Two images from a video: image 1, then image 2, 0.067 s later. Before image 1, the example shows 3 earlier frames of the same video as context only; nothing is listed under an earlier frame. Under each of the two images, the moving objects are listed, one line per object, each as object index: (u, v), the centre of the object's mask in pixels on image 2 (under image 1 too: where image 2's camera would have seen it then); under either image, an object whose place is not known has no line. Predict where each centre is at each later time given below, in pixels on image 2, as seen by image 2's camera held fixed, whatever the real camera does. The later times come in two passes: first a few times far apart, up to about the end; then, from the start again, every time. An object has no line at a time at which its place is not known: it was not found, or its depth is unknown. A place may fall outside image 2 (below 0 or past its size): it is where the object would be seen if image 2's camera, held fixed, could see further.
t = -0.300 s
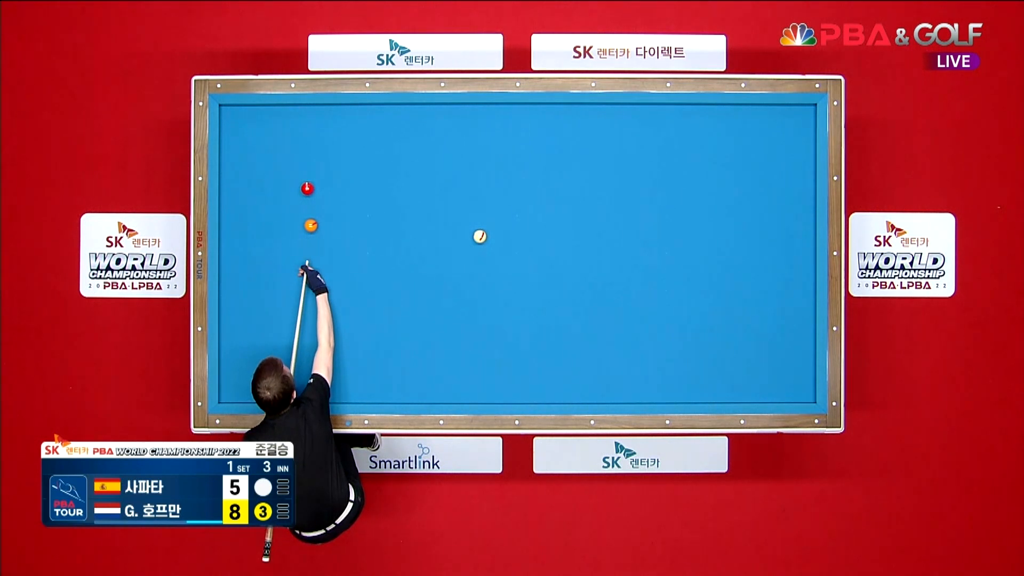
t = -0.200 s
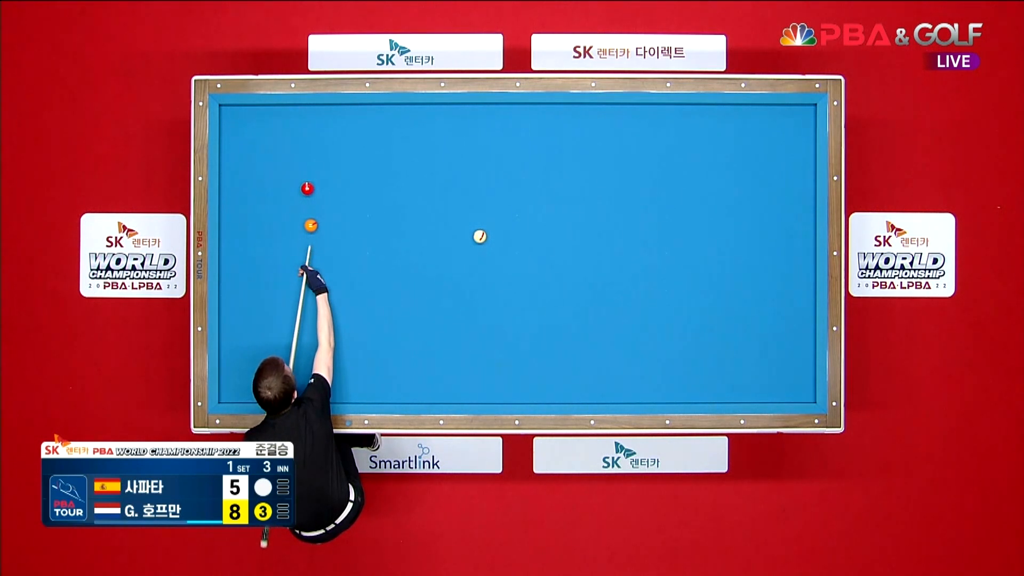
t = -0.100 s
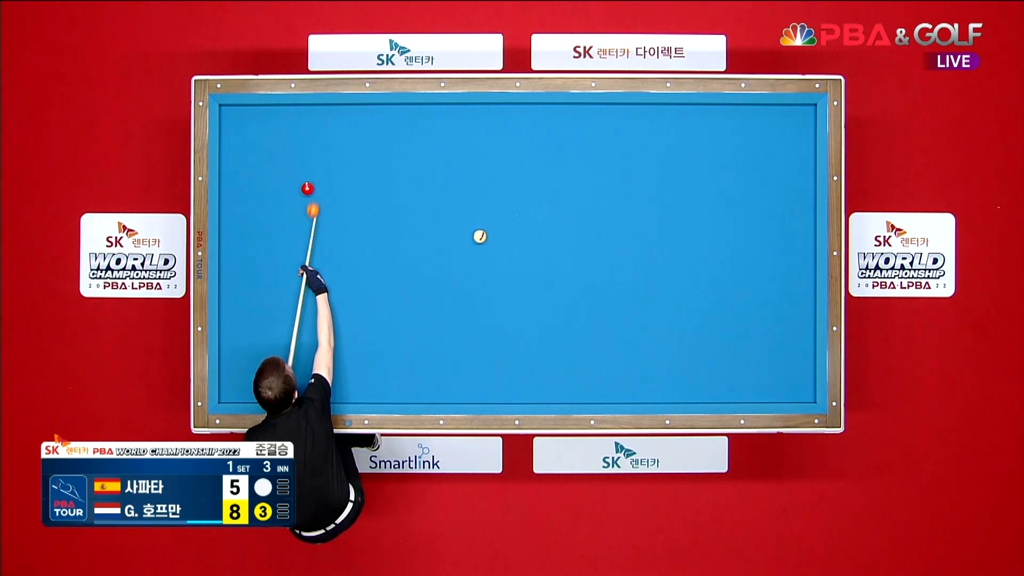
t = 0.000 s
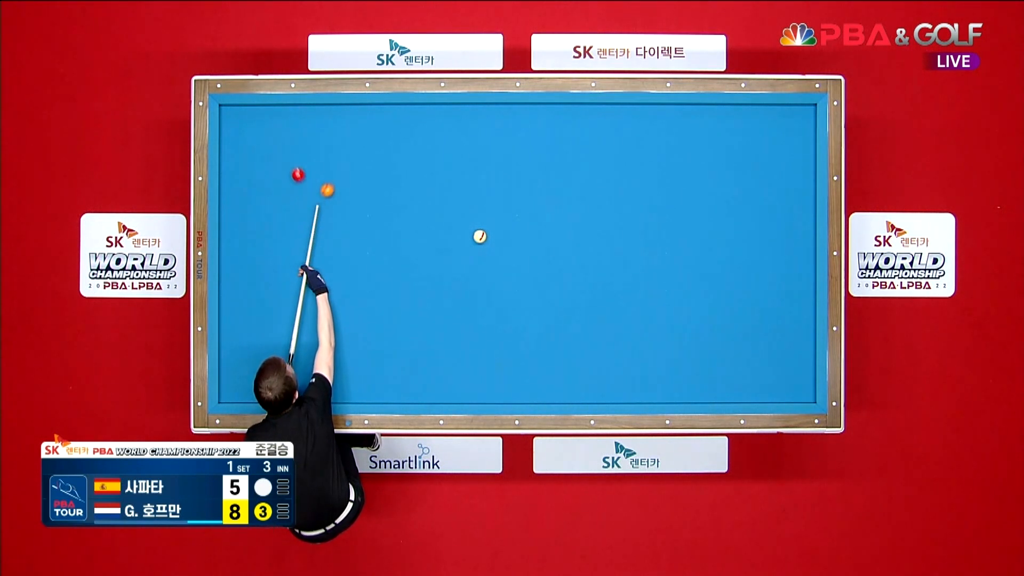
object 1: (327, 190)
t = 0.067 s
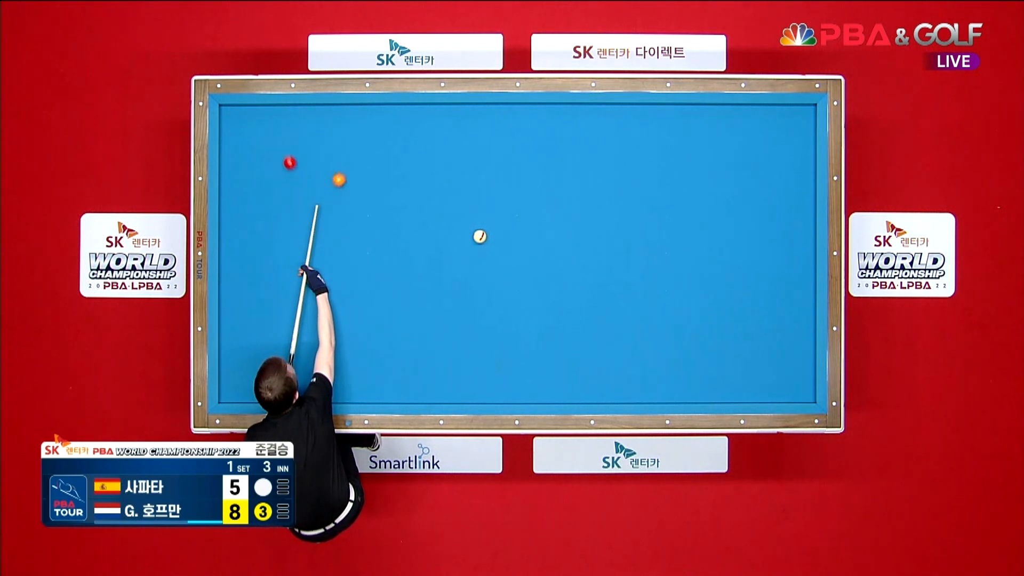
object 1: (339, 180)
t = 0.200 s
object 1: (360, 157)
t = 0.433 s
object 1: (396, 117)
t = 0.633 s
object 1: (431, 128)
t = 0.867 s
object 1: (472, 150)
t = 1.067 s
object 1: (506, 168)
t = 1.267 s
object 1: (541, 187)
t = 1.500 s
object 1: (580, 208)
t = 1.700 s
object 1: (614, 226)
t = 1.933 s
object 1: (652, 247)
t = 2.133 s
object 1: (685, 264)
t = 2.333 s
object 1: (716, 281)
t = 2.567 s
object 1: (753, 301)
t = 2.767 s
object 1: (784, 318)
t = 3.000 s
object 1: (803, 338)
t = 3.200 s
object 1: (784, 357)
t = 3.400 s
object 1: (768, 376)
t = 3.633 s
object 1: (748, 397)
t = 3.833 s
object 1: (732, 385)
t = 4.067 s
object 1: (713, 373)
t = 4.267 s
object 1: (698, 363)
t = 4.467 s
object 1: (683, 353)
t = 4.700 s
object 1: (665, 342)
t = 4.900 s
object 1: (650, 332)
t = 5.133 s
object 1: (634, 321)
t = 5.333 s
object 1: (620, 312)
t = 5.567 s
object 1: (604, 302)
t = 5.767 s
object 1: (591, 293)
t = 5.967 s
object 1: (579, 284)
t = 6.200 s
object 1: (564, 275)
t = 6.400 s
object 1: (552, 267)
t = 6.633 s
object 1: (538, 257)
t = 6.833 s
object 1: (527, 250)
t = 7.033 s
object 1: (516, 243)
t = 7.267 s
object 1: (504, 234)
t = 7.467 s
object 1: (494, 227)
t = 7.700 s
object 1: (482, 220)
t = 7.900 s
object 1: (472, 213)
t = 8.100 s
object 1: (463, 207)
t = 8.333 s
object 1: (453, 200)
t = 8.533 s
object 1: (445, 195)
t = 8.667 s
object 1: (439, 191)
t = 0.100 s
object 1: (344, 174)
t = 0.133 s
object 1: (350, 168)
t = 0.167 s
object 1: (355, 162)
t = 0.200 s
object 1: (360, 157)
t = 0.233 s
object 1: (365, 151)
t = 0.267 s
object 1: (370, 145)
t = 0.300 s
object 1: (376, 139)
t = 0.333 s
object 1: (381, 134)
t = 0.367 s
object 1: (386, 128)
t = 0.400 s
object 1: (391, 122)
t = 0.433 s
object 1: (396, 117)
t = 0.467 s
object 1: (401, 111)
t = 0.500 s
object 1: (407, 111)
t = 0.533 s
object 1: (413, 116)
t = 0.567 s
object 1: (419, 120)
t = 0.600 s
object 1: (425, 124)
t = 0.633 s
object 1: (431, 128)
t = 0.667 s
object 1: (437, 131)
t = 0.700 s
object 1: (443, 134)
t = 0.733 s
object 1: (448, 137)
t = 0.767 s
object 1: (454, 140)
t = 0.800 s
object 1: (460, 143)
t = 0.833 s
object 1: (466, 146)
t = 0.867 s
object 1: (472, 150)
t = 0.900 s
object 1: (478, 153)
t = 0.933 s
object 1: (483, 156)
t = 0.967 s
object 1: (489, 159)
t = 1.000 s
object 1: (495, 162)
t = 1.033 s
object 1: (500, 165)
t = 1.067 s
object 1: (506, 168)
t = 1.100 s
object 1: (512, 171)
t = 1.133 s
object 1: (518, 174)
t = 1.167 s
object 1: (524, 177)
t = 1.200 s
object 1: (529, 181)
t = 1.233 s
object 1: (535, 184)
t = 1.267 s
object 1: (541, 187)
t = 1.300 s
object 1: (546, 190)
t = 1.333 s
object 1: (552, 193)
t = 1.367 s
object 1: (558, 196)
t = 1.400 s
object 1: (564, 199)
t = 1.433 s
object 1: (569, 202)
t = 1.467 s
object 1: (575, 205)
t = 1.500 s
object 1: (580, 208)
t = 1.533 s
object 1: (586, 211)
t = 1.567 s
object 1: (592, 214)
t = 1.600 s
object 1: (597, 217)
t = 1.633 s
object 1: (603, 220)
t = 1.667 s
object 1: (608, 223)
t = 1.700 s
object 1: (614, 226)
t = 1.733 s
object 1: (619, 229)
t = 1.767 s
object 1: (625, 232)
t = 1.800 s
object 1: (630, 235)
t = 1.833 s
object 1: (636, 238)
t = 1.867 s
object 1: (641, 241)
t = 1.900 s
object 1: (647, 244)
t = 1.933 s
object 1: (652, 247)
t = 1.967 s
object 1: (657, 250)
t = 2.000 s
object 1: (663, 253)
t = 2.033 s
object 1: (668, 255)
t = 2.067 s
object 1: (674, 259)
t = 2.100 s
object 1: (679, 261)
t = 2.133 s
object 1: (685, 264)
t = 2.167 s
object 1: (690, 267)
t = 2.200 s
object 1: (695, 270)
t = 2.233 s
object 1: (701, 273)
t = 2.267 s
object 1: (706, 276)
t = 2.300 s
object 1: (711, 278)
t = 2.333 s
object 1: (716, 281)
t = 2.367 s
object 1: (721, 284)
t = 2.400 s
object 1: (727, 287)
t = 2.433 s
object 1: (732, 290)
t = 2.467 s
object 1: (737, 293)
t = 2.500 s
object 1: (742, 296)
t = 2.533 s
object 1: (747, 298)
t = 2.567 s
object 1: (753, 301)
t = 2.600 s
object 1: (758, 304)
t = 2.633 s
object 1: (763, 307)
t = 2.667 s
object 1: (768, 309)
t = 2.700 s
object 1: (773, 312)
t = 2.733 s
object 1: (778, 315)
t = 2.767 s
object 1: (784, 318)
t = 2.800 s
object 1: (789, 320)
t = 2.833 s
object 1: (794, 323)
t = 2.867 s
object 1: (799, 326)
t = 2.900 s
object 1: (804, 328)
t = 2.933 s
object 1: (809, 331)
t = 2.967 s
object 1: (808, 335)
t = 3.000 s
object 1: (803, 338)
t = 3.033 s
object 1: (799, 341)
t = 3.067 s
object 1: (796, 344)
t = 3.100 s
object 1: (793, 348)
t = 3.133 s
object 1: (790, 351)
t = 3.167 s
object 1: (787, 354)
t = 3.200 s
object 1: (784, 357)
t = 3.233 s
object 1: (782, 360)
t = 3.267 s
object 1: (779, 363)
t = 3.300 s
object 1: (776, 367)
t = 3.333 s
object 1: (773, 370)
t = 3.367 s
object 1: (770, 373)
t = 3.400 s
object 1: (768, 376)
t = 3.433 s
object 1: (765, 379)
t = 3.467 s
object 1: (762, 382)
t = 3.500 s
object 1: (759, 386)
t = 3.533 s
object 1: (756, 389)
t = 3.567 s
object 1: (754, 392)
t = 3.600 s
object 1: (751, 395)
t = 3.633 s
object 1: (748, 397)
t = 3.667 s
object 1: (745, 395)
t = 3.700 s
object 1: (743, 393)
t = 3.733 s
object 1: (740, 391)
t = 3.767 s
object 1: (737, 389)
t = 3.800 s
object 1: (735, 387)
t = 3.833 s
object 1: (732, 385)
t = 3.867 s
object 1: (729, 384)
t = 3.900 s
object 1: (727, 382)
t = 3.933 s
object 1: (724, 380)
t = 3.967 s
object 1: (721, 379)
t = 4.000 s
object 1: (719, 377)
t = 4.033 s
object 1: (716, 375)
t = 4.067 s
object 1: (713, 373)
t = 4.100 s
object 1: (711, 372)
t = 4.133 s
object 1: (708, 370)
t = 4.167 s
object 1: (706, 368)
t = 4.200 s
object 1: (703, 366)
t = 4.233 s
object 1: (700, 365)
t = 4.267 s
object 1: (698, 363)
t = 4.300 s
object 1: (695, 361)
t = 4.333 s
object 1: (693, 359)
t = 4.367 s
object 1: (690, 358)
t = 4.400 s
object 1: (687, 356)
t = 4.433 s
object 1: (685, 355)
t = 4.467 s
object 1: (683, 353)
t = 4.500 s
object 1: (680, 351)
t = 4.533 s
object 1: (677, 350)
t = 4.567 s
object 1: (675, 348)
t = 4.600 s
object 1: (672, 347)
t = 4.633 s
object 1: (670, 345)
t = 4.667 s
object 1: (668, 343)
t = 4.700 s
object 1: (665, 342)
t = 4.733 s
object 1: (663, 340)
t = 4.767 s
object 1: (660, 338)
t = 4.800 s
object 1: (658, 337)
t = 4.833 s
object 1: (655, 335)
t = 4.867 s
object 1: (653, 334)
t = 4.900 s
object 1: (650, 332)
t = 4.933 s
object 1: (648, 331)
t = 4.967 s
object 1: (646, 329)
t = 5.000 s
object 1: (644, 327)
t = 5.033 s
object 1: (641, 325)
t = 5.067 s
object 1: (639, 324)
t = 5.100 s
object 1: (636, 323)
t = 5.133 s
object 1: (634, 321)
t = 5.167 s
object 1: (632, 320)
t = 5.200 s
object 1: (629, 318)
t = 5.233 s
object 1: (627, 316)
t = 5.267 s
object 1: (625, 315)
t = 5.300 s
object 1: (623, 314)
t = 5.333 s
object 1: (620, 312)
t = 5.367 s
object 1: (618, 311)
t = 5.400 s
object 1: (616, 309)
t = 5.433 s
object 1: (613, 307)
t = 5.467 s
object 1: (611, 306)
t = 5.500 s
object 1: (609, 304)
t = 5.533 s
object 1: (607, 303)
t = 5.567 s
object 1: (604, 302)
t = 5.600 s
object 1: (602, 300)
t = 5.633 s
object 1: (600, 299)
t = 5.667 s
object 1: (598, 297)
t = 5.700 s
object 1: (596, 296)
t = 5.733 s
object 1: (593, 294)
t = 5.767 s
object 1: (591, 293)
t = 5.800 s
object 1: (589, 291)
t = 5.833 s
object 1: (587, 290)
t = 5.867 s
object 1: (585, 288)
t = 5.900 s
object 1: (583, 287)
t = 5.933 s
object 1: (581, 286)
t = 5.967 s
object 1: (579, 284)
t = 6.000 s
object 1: (576, 283)
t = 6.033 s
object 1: (574, 282)
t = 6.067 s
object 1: (572, 280)
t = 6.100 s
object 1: (570, 279)
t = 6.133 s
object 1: (568, 277)
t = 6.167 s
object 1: (566, 276)
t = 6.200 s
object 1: (564, 275)
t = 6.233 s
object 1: (562, 273)
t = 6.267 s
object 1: (560, 272)
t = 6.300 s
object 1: (558, 271)
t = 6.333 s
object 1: (556, 269)
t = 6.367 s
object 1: (554, 268)
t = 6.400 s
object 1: (552, 267)
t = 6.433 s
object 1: (550, 265)
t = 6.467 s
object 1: (548, 264)
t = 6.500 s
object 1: (546, 263)
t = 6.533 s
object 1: (544, 262)
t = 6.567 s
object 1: (542, 260)
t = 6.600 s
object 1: (540, 259)
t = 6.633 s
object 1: (538, 257)
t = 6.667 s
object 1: (536, 256)
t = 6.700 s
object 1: (534, 255)
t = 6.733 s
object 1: (533, 254)
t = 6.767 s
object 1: (531, 253)
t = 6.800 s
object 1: (529, 251)
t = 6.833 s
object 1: (527, 250)
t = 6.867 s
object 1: (525, 249)
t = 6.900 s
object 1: (523, 248)
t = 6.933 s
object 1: (521, 246)
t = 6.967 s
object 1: (520, 245)
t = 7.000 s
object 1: (518, 244)
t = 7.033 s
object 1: (516, 243)
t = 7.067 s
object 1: (514, 241)
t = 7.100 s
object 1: (513, 240)
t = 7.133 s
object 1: (511, 239)
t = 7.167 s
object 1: (509, 238)
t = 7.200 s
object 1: (507, 237)
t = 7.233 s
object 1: (506, 236)
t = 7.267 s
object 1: (504, 234)
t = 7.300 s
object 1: (502, 233)
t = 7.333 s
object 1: (500, 232)
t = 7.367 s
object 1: (499, 231)
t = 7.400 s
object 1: (497, 230)
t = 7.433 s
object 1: (495, 228)
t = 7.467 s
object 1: (494, 227)
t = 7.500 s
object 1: (492, 226)
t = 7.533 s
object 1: (490, 225)
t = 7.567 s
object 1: (489, 224)
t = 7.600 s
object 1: (487, 223)
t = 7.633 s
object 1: (485, 222)
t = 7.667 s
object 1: (484, 221)
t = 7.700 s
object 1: (482, 220)
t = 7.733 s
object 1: (481, 219)
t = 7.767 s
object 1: (479, 218)
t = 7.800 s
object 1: (477, 217)
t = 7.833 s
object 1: (475, 215)
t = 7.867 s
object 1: (474, 214)
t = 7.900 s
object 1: (472, 213)
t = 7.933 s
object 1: (471, 212)
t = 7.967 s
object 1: (469, 211)
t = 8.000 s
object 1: (468, 210)
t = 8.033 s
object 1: (466, 209)
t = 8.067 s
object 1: (465, 208)
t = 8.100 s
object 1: (463, 207)
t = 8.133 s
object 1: (462, 206)
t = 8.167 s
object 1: (460, 206)
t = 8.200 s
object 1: (459, 204)
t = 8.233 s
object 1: (457, 203)
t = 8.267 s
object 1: (456, 203)
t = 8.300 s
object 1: (454, 201)
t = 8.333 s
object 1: (453, 200)
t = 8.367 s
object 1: (452, 200)
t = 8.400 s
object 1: (450, 199)
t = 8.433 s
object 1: (449, 198)
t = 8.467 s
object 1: (448, 197)
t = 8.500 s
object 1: (446, 196)
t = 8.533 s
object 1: (445, 195)
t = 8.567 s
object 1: (443, 194)
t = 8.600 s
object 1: (442, 193)
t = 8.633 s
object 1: (441, 192)
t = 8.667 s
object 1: (439, 191)
